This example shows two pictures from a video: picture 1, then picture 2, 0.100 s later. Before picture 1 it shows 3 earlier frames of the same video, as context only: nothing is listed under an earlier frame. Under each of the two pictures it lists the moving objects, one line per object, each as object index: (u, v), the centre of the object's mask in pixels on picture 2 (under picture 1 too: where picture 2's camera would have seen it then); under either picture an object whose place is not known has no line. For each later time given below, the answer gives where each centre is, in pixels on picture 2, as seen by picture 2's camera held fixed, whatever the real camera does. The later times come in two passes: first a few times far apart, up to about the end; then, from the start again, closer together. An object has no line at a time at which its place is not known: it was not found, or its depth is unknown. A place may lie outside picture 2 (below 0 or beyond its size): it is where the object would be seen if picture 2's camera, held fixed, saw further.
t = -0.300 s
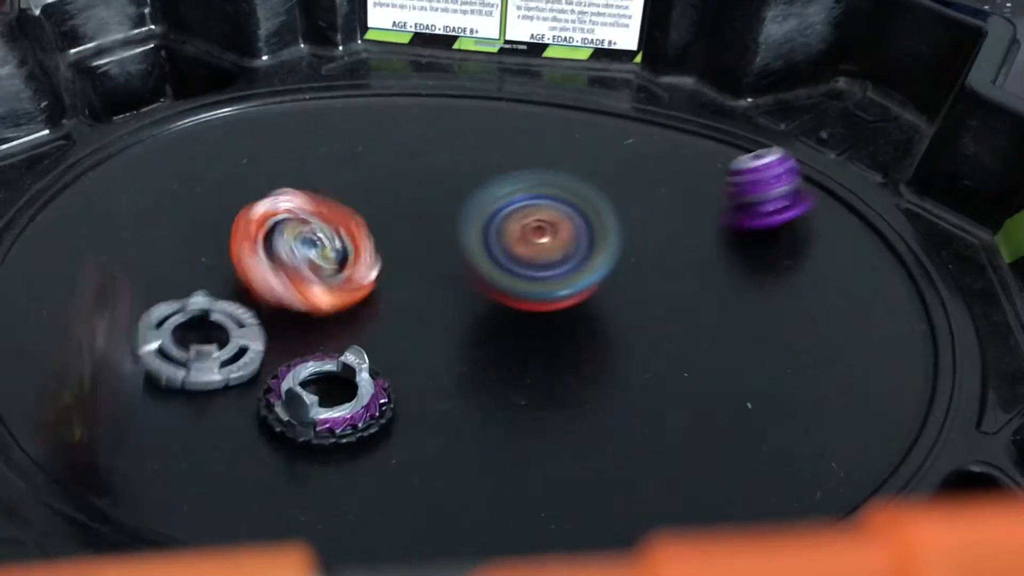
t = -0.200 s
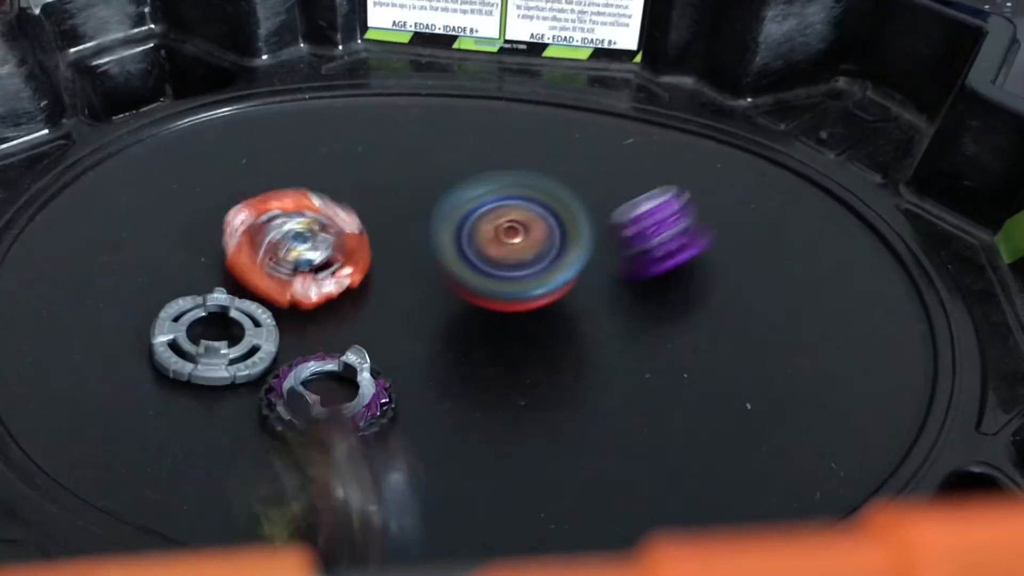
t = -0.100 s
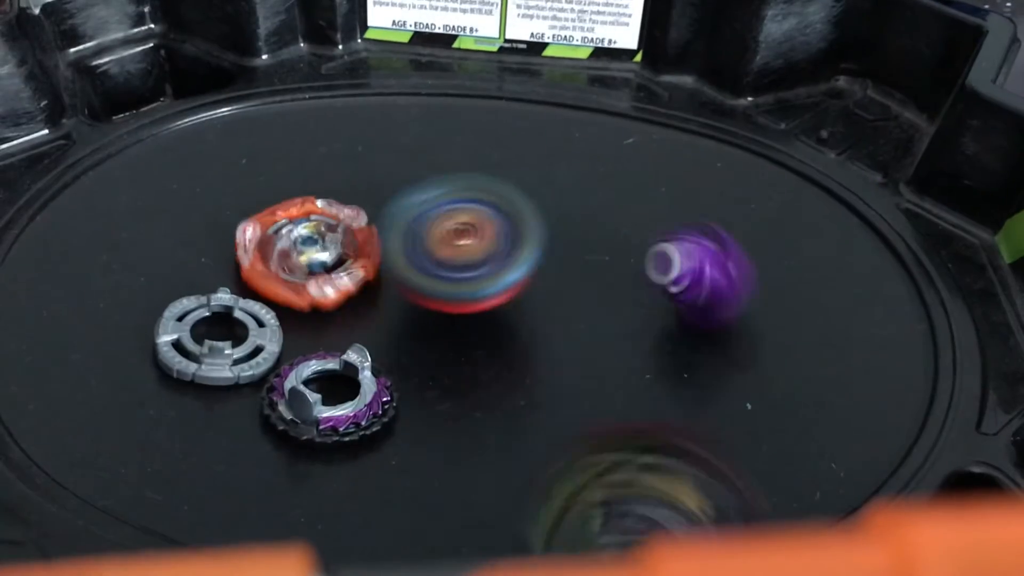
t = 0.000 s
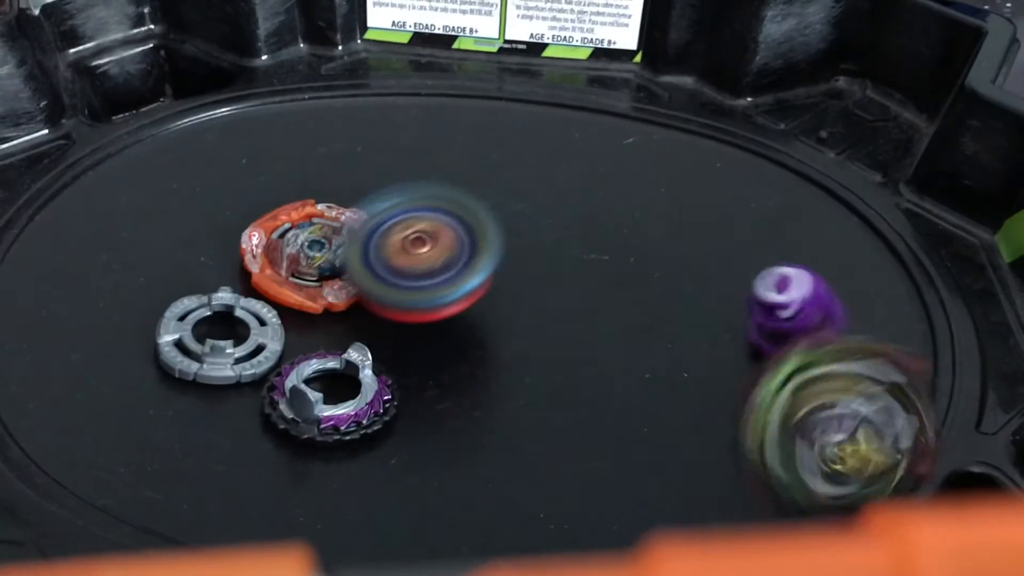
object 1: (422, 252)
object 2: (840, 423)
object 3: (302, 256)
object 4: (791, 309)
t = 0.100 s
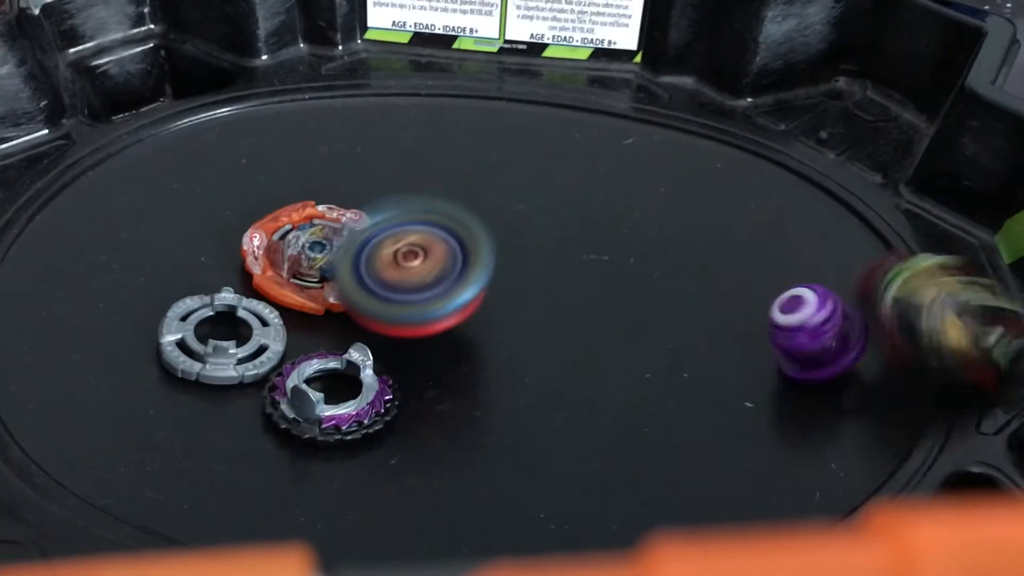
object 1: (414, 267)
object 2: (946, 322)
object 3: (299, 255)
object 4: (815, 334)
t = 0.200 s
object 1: (437, 282)
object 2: (887, 225)
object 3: (309, 256)
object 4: (775, 342)
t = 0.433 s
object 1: (560, 303)
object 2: (666, 208)
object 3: (316, 258)
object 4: (690, 427)
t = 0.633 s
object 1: (609, 259)
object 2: (649, 168)
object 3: (317, 258)
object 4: (685, 476)
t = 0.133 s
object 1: (417, 271)
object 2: (954, 288)
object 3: (301, 255)
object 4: (806, 336)
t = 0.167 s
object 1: (425, 276)
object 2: (926, 249)
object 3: (302, 255)
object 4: (792, 339)
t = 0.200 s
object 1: (437, 282)
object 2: (887, 225)
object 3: (309, 256)
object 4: (775, 342)
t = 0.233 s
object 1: (450, 288)
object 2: (846, 210)
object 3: (312, 257)
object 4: (754, 347)
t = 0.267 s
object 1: (466, 296)
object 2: (807, 197)
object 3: (315, 257)
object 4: (727, 354)
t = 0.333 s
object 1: (508, 309)
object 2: (734, 193)
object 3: (316, 257)
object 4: (671, 374)
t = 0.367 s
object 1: (531, 312)
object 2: (707, 197)
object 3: (316, 257)
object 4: (654, 389)
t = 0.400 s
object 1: (545, 308)
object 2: (683, 202)
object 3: (316, 257)
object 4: (669, 406)
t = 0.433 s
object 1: (560, 303)
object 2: (666, 208)
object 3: (316, 258)
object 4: (690, 427)
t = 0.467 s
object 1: (576, 296)
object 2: (657, 209)
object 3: (317, 257)
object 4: (711, 447)
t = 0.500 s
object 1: (588, 290)
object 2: (648, 208)
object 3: (317, 257)
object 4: (718, 467)
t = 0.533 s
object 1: (601, 282)
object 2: (643, 208)
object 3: (317, 258)
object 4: (715, 479)
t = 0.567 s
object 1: (612, 268)
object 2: (633, 201)
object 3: (317, 258)
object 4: (706, 480)
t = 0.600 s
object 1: (617, 258)
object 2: (630, 192)
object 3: (317, 258)
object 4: (695, 480)
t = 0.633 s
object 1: (609, 259)
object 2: (649, 168)
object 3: (317, 258)
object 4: (685, 476)
